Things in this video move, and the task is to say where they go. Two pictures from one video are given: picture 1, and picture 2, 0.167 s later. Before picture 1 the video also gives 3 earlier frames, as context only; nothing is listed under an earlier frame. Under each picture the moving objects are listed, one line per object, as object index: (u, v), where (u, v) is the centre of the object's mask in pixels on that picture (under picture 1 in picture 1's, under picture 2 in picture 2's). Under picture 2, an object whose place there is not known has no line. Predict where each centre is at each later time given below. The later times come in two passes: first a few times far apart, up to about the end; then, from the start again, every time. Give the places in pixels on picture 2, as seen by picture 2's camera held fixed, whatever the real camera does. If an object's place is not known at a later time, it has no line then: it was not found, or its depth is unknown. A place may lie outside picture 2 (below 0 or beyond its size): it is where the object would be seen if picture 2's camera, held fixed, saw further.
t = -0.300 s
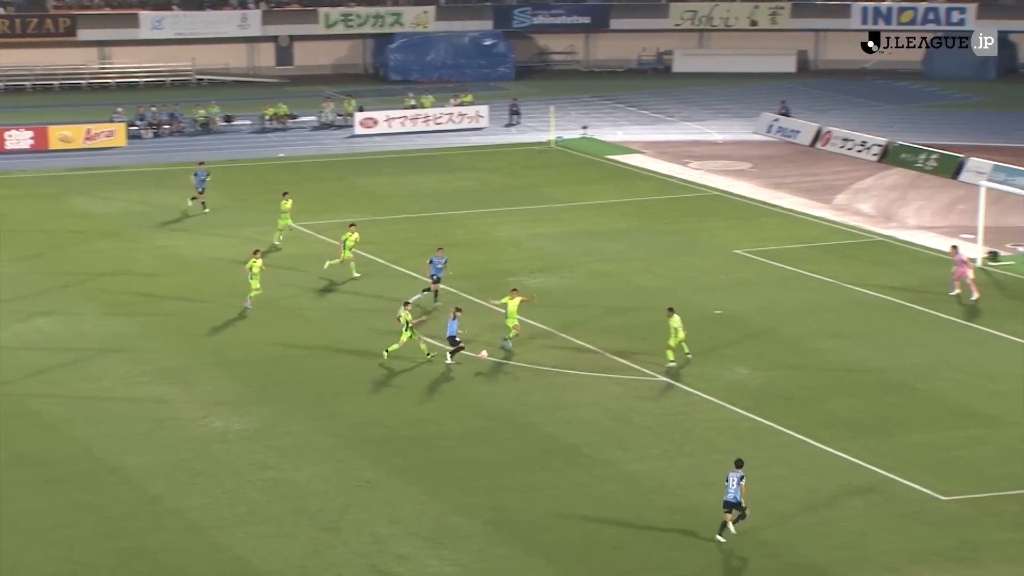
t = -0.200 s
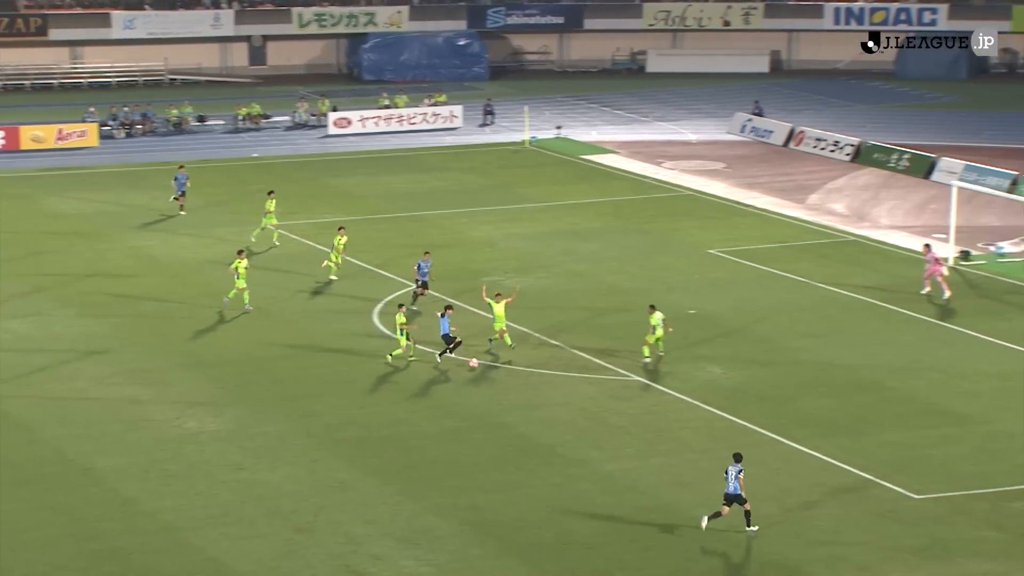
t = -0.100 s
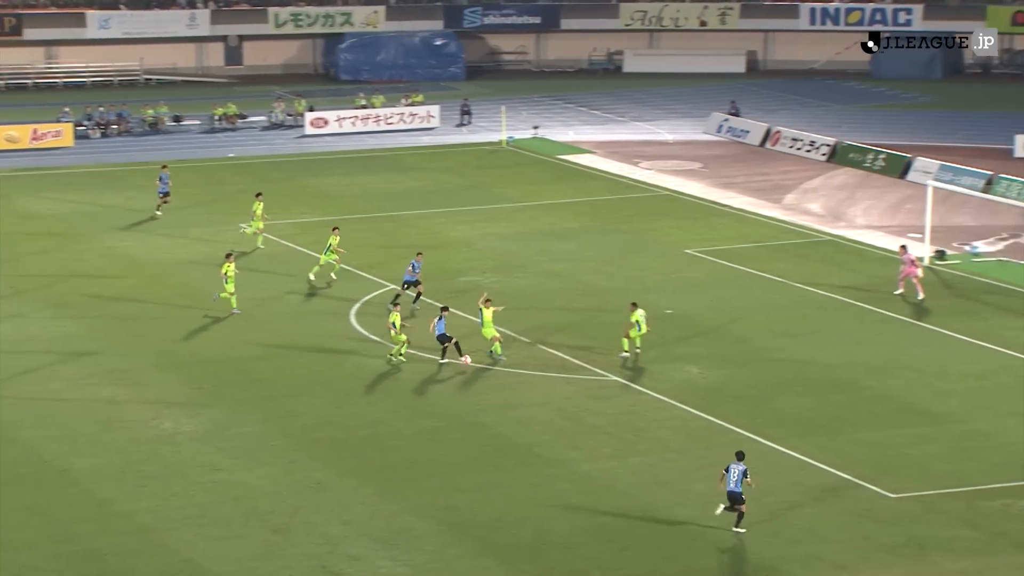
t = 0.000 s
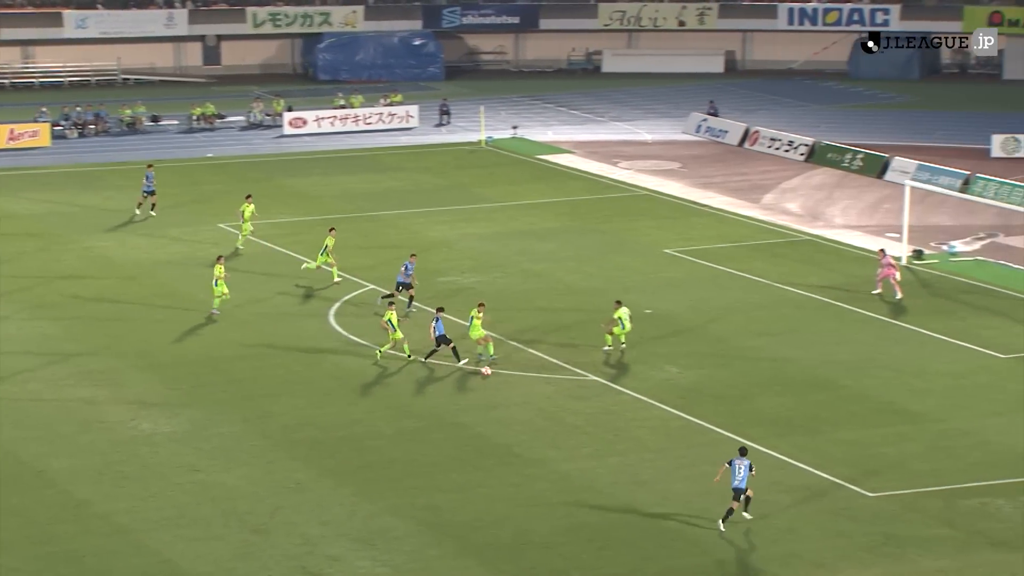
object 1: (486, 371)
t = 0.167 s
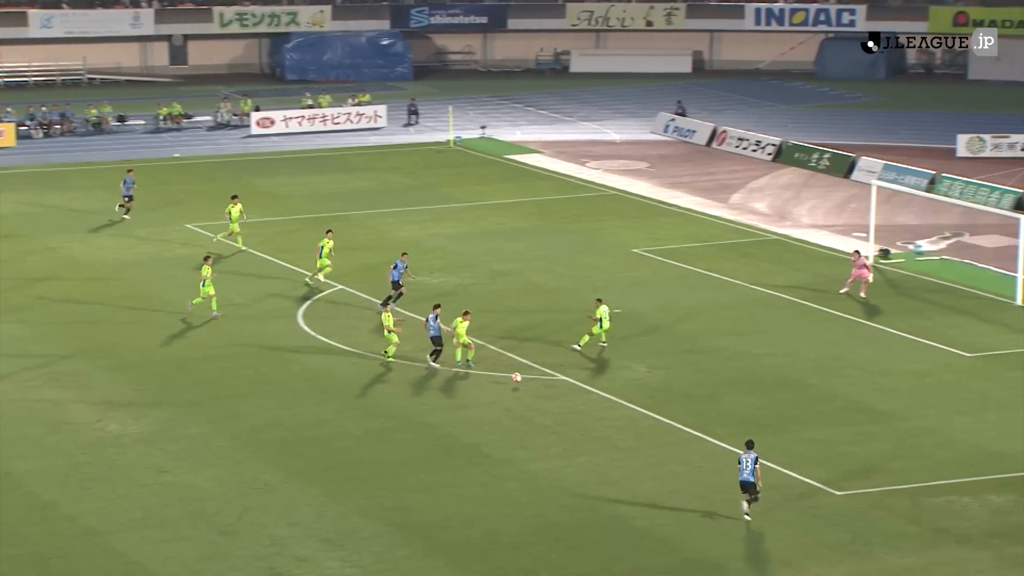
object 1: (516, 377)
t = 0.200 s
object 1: (529, 380)
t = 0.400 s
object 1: (598, 393)
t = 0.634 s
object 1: (670, 408)
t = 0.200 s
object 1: (529, 380)
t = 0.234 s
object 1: (541, 383)
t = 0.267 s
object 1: (553, 387)
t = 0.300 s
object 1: (565, 389)
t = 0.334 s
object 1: (576, 390)
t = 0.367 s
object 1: (587, 392)
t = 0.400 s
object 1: (598, 393)
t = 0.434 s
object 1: (609, 396)
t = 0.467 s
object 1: (619, 398)
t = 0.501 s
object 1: (631, 401)
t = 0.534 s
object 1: (641, 404)
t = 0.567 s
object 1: (651, 405)
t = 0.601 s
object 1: (661, 406)
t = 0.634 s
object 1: (670, 408)
